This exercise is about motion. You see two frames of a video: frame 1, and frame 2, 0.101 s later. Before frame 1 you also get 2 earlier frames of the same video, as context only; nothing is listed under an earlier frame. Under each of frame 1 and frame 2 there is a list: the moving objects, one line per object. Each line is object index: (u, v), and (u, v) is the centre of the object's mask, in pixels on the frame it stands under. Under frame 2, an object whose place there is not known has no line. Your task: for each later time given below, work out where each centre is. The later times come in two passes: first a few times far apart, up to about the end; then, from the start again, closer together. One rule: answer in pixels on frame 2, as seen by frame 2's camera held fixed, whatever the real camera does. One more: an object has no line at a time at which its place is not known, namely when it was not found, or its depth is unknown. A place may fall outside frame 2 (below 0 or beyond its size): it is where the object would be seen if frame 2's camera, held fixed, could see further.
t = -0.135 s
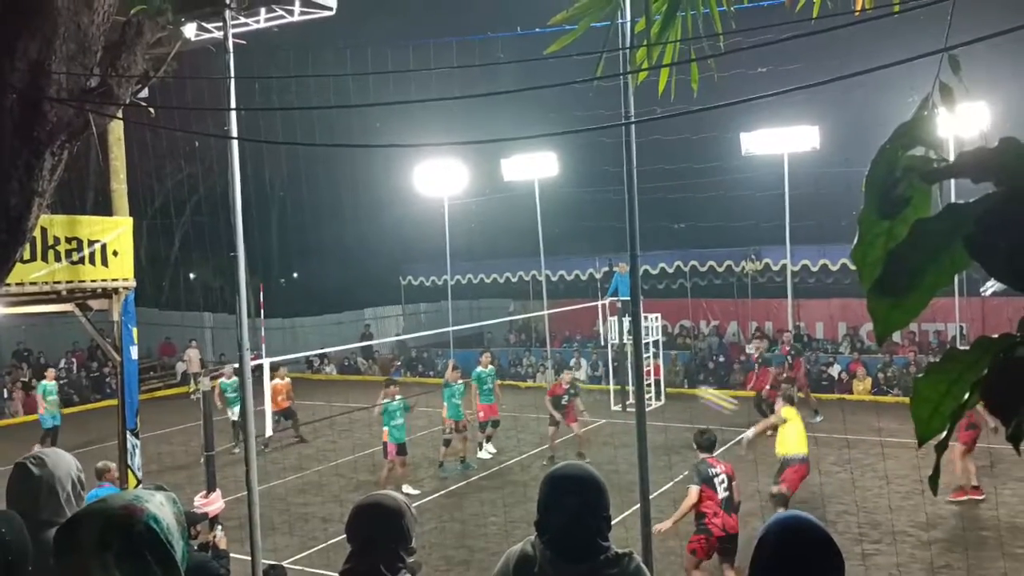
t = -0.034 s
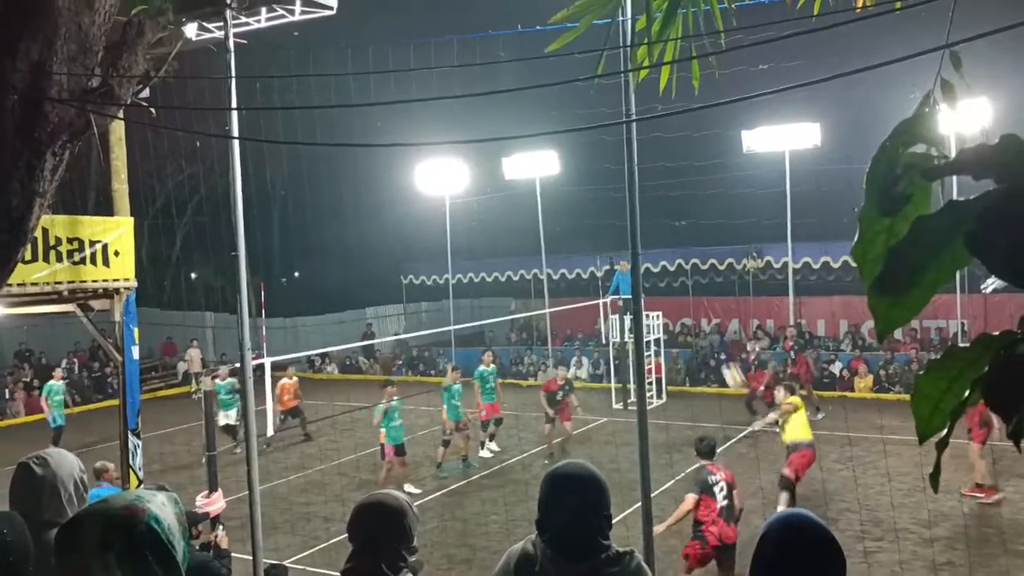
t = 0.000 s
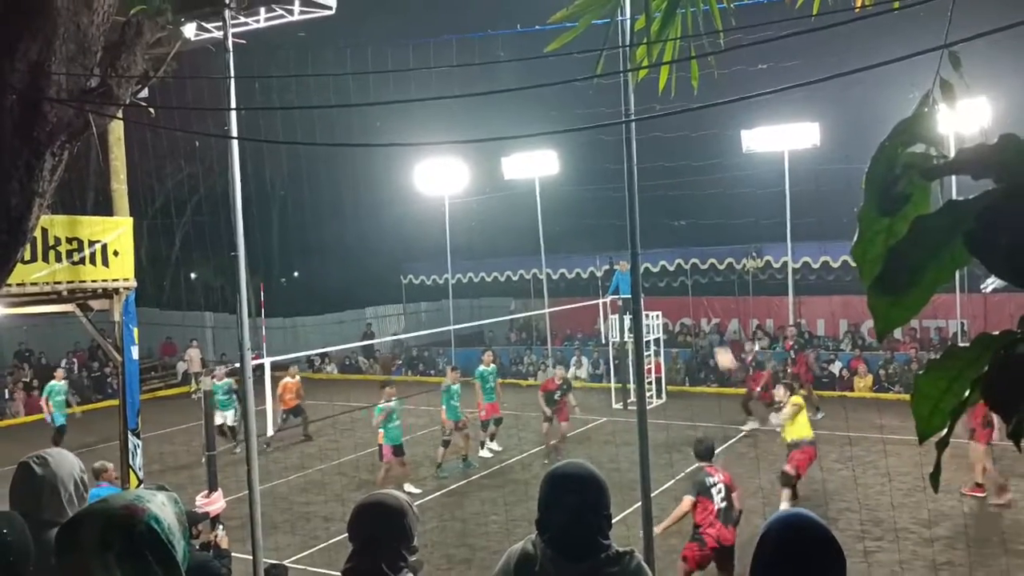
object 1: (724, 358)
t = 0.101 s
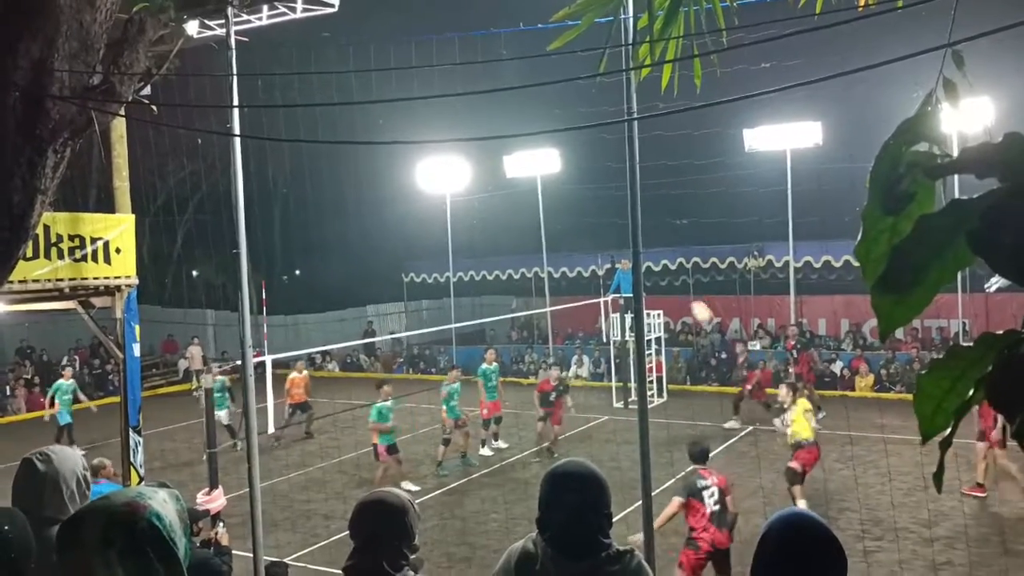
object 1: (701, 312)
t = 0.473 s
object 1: (623, 231)
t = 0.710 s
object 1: (588, 234)
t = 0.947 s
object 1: (558, 273)
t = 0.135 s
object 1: (693, 299)
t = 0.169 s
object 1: (685, 288)
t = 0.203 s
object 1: (678, 278)
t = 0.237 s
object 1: (671, 270)
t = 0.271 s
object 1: (664, 260)
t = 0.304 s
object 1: (657, 253)
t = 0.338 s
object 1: (651, 246)
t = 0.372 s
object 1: (647, 241)
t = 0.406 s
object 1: (644, 237)
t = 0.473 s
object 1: (623, 231)
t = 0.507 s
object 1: (620, 228)
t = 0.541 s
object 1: (614, 227)
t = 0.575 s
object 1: (609, 227)
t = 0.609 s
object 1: (603, 228)
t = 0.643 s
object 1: (598, 229)
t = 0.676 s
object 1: (593, 231)
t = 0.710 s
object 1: (588, 234)
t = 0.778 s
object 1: (579, 241)
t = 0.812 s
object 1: (575, 247)
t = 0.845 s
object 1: (570, 252)
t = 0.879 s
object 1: (566, 258)
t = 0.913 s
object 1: (561, 265)
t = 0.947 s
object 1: (558, 273)
